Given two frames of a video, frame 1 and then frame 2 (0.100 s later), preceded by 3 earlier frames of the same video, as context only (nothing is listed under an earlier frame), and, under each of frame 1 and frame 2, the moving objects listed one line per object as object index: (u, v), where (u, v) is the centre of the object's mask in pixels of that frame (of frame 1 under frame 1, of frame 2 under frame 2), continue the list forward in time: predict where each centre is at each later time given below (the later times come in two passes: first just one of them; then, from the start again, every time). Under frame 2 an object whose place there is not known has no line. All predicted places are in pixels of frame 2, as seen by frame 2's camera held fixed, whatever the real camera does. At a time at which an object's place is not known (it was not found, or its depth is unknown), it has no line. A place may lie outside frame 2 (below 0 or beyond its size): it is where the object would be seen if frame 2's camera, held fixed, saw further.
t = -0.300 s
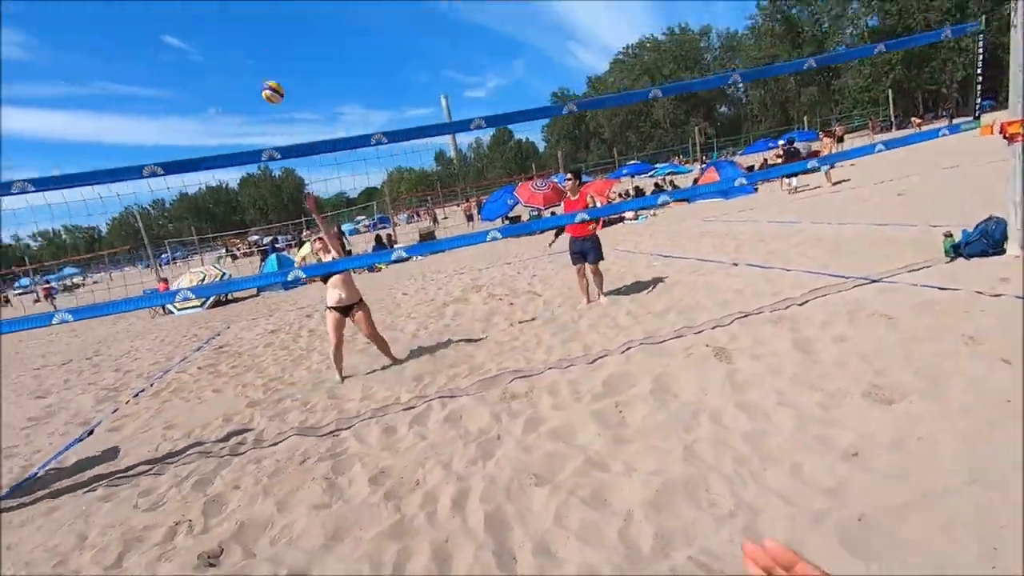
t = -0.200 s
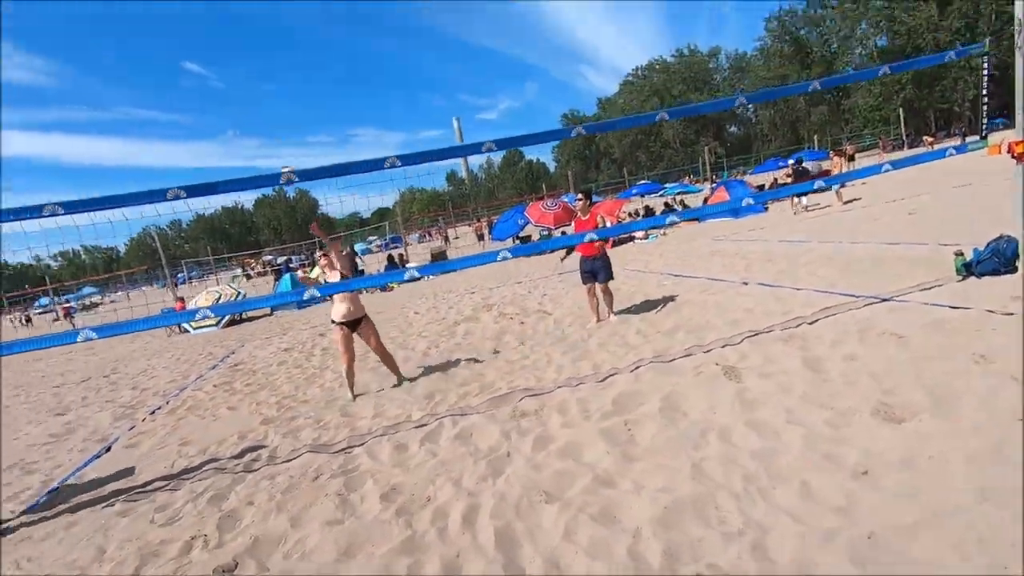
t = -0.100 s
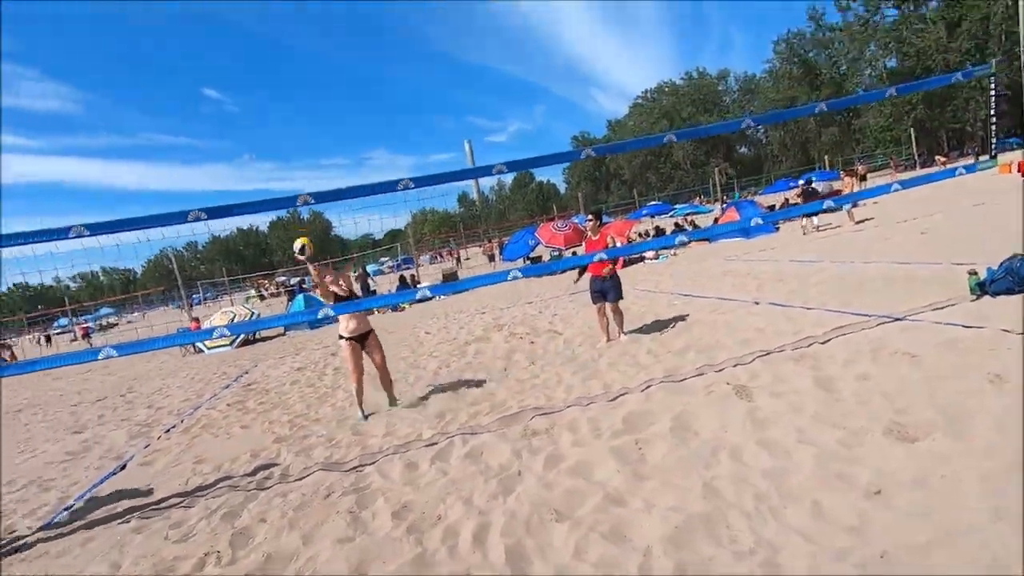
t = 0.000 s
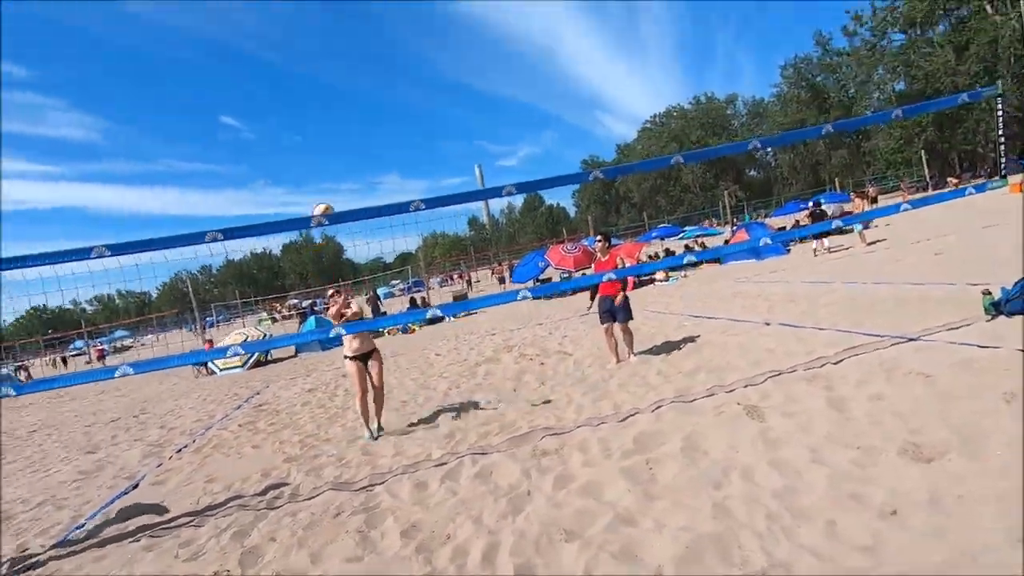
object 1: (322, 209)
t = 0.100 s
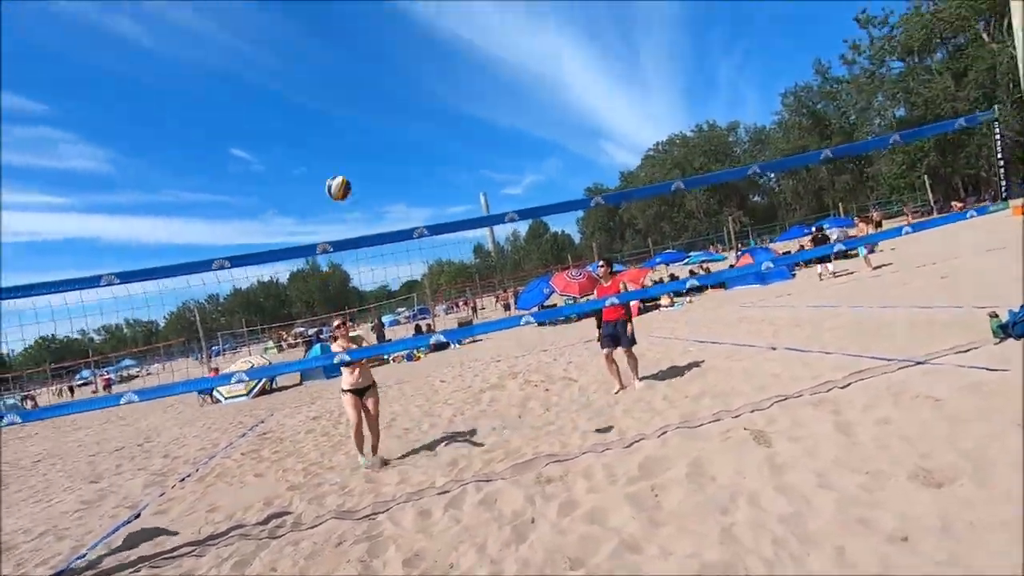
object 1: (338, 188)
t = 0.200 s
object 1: (352, 131)
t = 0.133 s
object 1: (342, 169)
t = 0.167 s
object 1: (347, 151)
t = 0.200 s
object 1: (352, 131)
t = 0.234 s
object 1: (358, 111)
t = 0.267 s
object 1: (364, 92)
